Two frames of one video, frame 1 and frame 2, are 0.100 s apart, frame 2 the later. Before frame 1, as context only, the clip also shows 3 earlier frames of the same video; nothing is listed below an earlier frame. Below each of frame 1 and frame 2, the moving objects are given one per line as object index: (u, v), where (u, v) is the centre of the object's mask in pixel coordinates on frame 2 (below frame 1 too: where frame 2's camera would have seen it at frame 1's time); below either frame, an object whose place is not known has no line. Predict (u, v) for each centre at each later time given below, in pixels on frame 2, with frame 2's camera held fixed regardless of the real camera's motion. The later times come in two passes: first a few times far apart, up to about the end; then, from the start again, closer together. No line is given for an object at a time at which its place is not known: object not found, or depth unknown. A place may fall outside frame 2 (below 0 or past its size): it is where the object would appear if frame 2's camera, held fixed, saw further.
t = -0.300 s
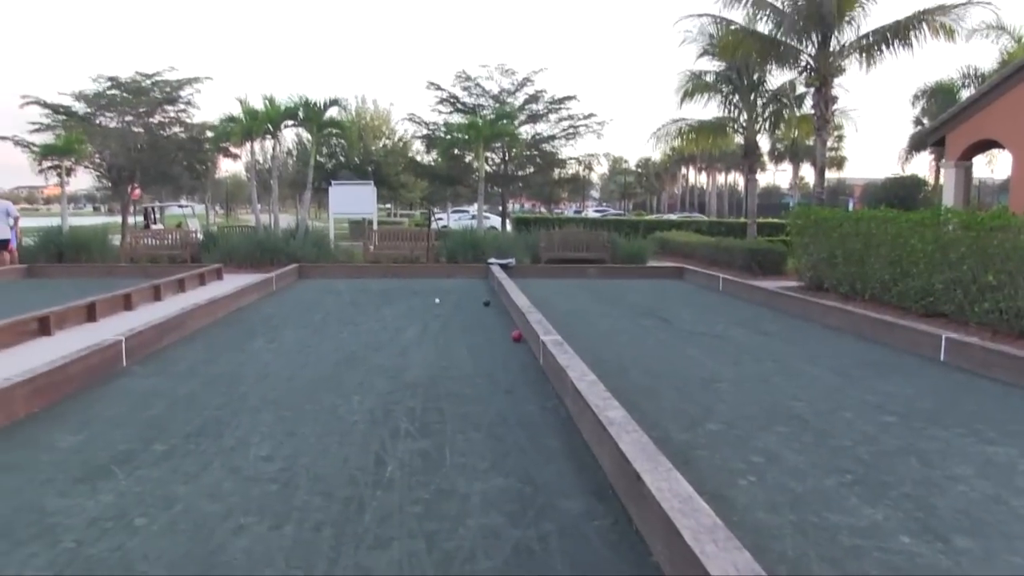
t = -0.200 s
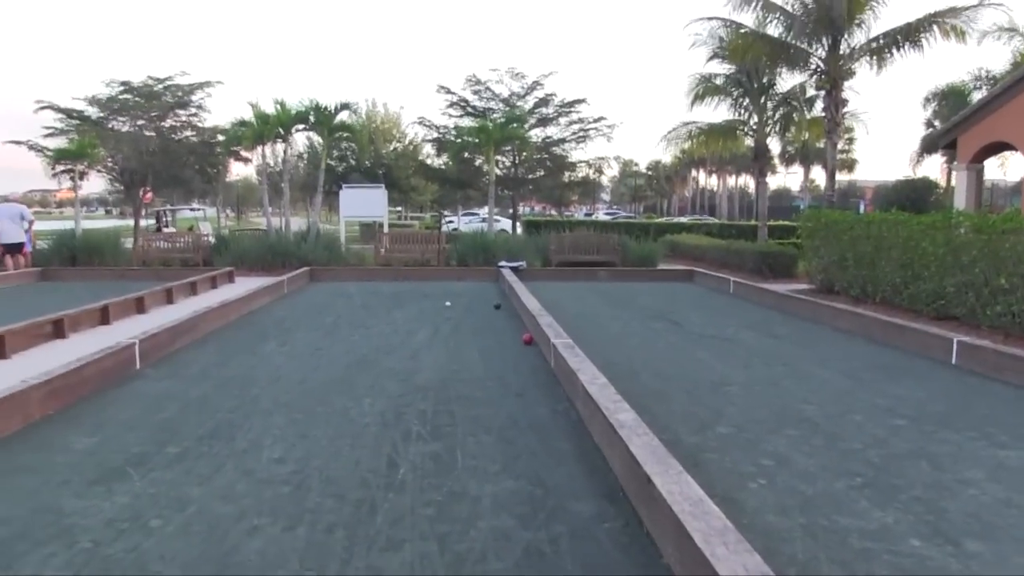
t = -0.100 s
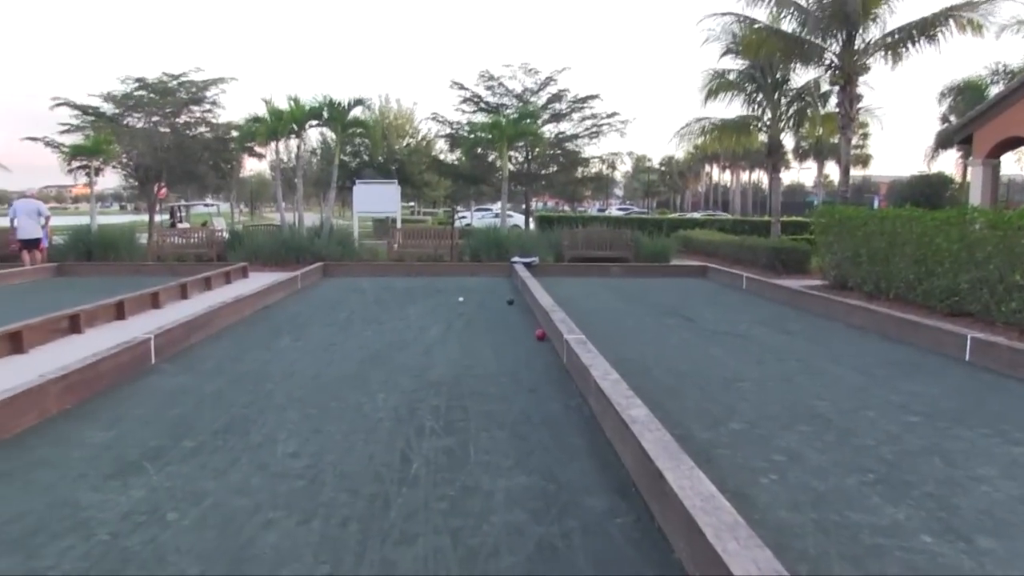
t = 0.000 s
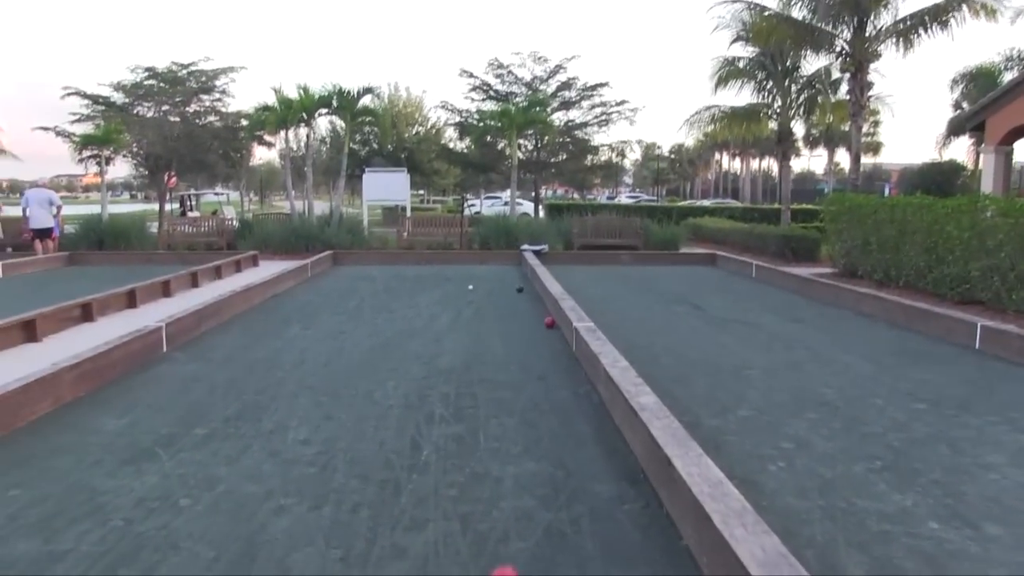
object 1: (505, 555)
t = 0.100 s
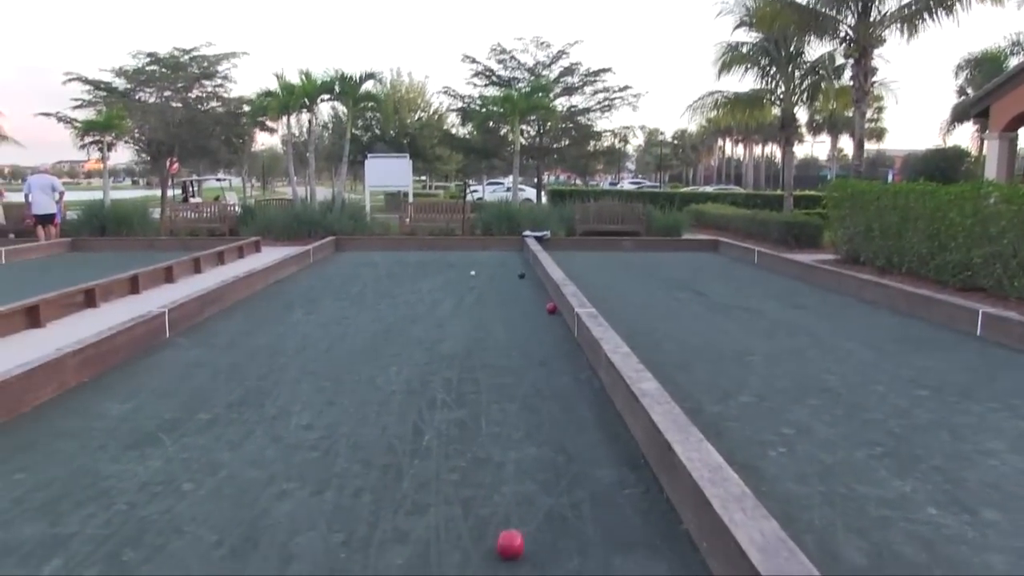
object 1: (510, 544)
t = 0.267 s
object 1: (518, 515)
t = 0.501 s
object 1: (527, 482)
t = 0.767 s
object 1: (536, 453)
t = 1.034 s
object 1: (543, 430)
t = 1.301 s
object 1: (549, 413)
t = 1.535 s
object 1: (554, 400)
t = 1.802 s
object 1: (557, 388)
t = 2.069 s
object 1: (561, 378)
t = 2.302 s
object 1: (564, 371)
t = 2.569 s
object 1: (566, 364)
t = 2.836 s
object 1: (569, 357)
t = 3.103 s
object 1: (571, 352)
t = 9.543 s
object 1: (575, 343)
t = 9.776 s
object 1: (573, 343)
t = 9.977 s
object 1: (573, 343)
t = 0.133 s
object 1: (512, 538)
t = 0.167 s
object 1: (513, 532)
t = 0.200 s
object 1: (514, 526)
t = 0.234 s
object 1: (516, 520)
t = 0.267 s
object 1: (518, 515)
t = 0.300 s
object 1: (519, 510)
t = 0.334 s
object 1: (521, 504)
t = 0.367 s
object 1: (522, 499)
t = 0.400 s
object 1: (523, 495)
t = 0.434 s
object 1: (525, 490)
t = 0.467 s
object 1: (526, 486)
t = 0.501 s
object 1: (527, 482)
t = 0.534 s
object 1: (528, 478)
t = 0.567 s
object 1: (530, 473)
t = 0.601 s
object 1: (530, 470)
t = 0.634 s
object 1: (531, 466)
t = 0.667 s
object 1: (532, 462)
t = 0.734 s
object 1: (535, 456)
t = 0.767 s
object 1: (536, 453)
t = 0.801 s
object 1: (537, 450)
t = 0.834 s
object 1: (538, 447)
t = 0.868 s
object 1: (539, 444)
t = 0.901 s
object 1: (540, 441)
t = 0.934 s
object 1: (540, 438)
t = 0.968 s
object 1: (542, 435)
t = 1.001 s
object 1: (542, 433)
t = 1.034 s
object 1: (543, 430)
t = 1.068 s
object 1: (544, 428)
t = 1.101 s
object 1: (545, 426)
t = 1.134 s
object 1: (546, 423)
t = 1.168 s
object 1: (546, 421)
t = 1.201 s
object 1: (547, 419)
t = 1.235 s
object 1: (548, 417)
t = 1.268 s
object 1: (549, 415)
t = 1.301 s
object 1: (549, 413)
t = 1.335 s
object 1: (550, 411)
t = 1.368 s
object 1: (550, 409)
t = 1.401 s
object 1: (551, 407)
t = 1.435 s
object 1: (552, 405)
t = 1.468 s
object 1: (553, 404)
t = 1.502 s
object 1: (553, 402)
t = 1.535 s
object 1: (554, 400)
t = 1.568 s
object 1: (554, 398)
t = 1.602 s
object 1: (555, 397)
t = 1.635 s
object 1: (555, 396)
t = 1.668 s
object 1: (555, 394)
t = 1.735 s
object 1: (557, 391)
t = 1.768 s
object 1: (557, 389)
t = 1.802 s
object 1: (557, 388)
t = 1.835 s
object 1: (557, 387)
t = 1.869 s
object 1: (558, 385)
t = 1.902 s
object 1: (559, 384)
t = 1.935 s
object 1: (559, 383)
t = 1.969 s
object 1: (560, 382)
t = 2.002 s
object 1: (560, 381)
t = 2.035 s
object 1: (561, 379)
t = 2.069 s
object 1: (561, 378)
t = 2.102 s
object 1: (561, 377)
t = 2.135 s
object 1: (562, 376)
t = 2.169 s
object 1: (562, 375)
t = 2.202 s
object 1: (562, 374)
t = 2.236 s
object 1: (563, 373)
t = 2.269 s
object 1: (563, 372)
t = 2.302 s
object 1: (564, 371)
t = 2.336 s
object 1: (564, 370)
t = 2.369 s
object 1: (564, 369)
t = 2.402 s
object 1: (565, 368)
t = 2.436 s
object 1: (565, 367)
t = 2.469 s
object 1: (565, 366)
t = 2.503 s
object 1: (566, 365)
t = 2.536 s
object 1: (566, 365)
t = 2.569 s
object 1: (566, 364)
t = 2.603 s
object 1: (567, 364)
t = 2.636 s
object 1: (567, 362)
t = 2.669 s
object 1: (567, 361)
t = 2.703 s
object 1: (568, 361)
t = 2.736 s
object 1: (568, 360)
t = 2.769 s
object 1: (568, 359)
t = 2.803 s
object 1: (569, 358)
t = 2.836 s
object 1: (569, 357)
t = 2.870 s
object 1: (569, 357)
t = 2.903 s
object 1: (570, 356)
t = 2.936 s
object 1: (570, 356)
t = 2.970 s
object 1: (570, 355)
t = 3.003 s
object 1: (571, 354)
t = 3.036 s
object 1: (571, 353)
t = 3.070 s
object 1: (572, 353)
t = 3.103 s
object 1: (571, 352)
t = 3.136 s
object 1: (572, 352)
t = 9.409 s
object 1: (575, 343)
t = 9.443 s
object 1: (575, 343)
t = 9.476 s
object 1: (575, 343)
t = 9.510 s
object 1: (575, 343)
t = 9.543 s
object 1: (575, 343)
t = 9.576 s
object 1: (575, 343)
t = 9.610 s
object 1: (575, 343)
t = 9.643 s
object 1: (574, 343)
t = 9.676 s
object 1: (574, 343)
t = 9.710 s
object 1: (573, 343)
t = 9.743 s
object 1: (573, 343)
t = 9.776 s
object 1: (573, 343)
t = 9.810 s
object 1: (573, 343)
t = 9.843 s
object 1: (573, 343)
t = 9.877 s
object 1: (573, 343)
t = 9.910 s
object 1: (573, 343)
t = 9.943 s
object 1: (573, 343)
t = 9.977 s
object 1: (573, 343)
